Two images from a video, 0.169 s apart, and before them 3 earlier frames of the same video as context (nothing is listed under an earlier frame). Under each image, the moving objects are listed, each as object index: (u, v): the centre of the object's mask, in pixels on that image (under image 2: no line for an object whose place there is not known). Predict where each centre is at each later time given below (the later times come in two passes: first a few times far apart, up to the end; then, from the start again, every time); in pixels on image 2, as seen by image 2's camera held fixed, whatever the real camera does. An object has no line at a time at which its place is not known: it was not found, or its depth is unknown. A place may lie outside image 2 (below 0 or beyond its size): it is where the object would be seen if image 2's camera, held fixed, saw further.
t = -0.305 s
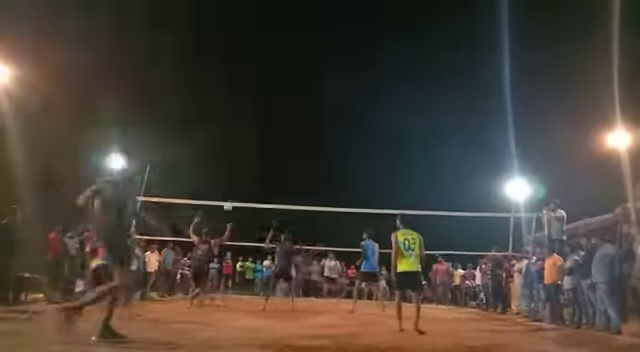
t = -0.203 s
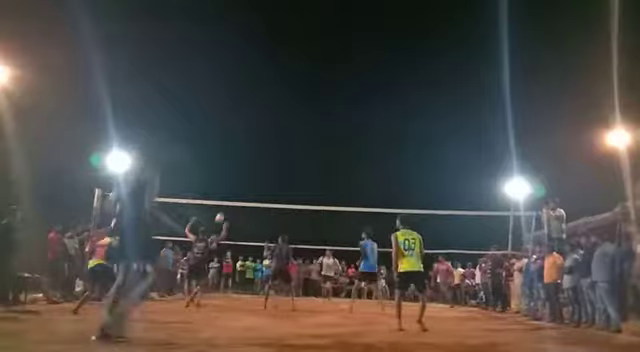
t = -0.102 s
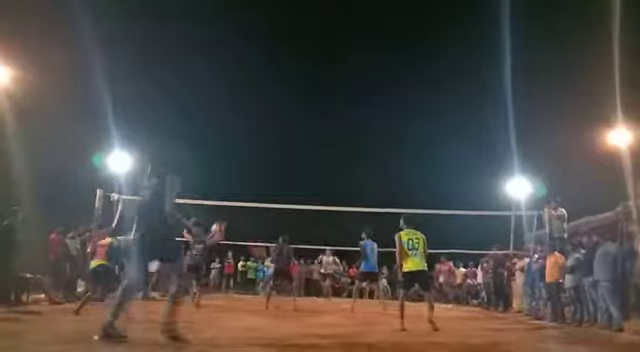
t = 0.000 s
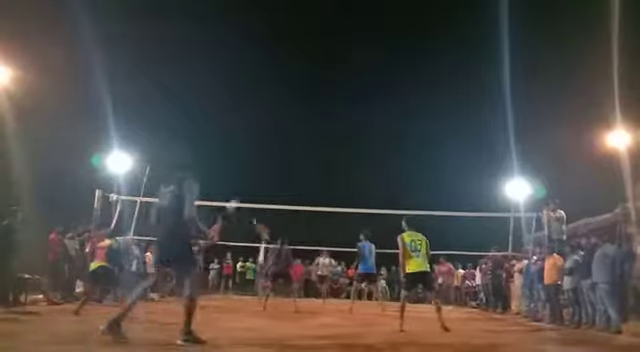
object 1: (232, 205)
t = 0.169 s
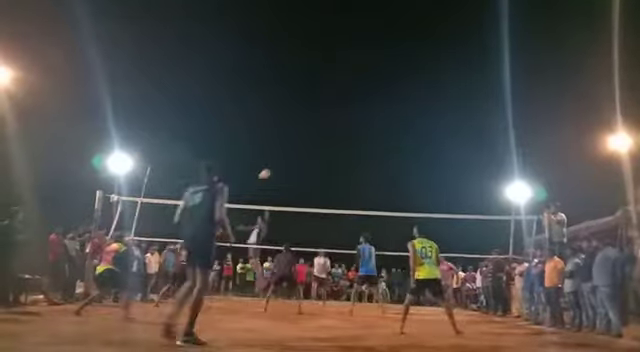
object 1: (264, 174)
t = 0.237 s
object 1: (275, 164)
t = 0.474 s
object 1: (313, 141)
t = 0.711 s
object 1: (348, 137)
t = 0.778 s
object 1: (358, 140)
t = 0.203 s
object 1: (270, 168)
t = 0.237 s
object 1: (275, 164)
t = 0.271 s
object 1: (281, 159)
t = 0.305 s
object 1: (287, 155)
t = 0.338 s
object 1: (293, 151)
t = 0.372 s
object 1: (298, 148)
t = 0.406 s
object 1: (303, 145)
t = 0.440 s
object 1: (308, 143)
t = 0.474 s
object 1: (313, 141)
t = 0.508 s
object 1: (319, 139)
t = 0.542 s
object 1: (324, 138)
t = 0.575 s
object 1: (329, 137)
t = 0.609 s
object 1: (333, 137)
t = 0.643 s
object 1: (339, 136)
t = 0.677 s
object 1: (343, 137)
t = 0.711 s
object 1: (348, 137)
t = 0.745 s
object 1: (353, 138)
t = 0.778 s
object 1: (358, 140)
